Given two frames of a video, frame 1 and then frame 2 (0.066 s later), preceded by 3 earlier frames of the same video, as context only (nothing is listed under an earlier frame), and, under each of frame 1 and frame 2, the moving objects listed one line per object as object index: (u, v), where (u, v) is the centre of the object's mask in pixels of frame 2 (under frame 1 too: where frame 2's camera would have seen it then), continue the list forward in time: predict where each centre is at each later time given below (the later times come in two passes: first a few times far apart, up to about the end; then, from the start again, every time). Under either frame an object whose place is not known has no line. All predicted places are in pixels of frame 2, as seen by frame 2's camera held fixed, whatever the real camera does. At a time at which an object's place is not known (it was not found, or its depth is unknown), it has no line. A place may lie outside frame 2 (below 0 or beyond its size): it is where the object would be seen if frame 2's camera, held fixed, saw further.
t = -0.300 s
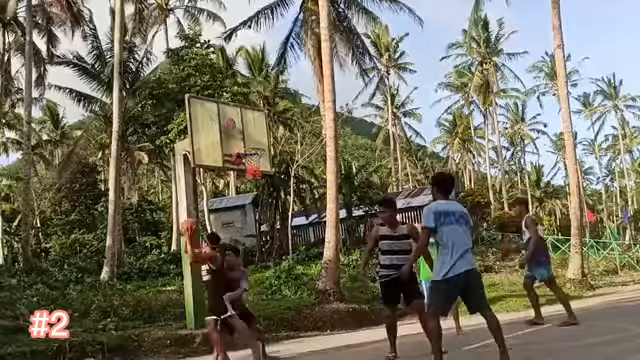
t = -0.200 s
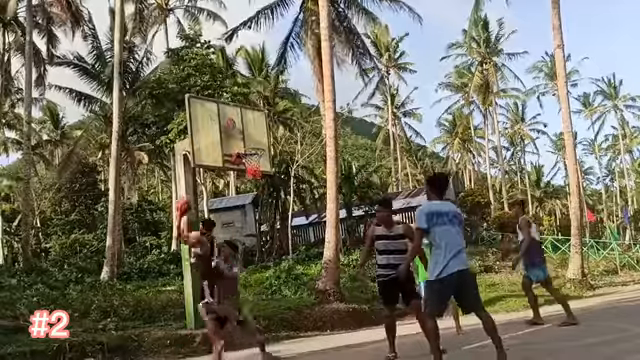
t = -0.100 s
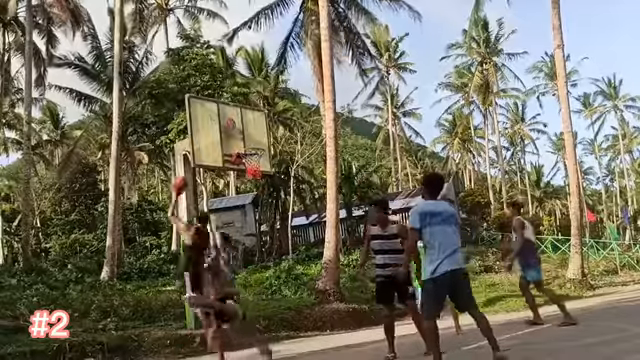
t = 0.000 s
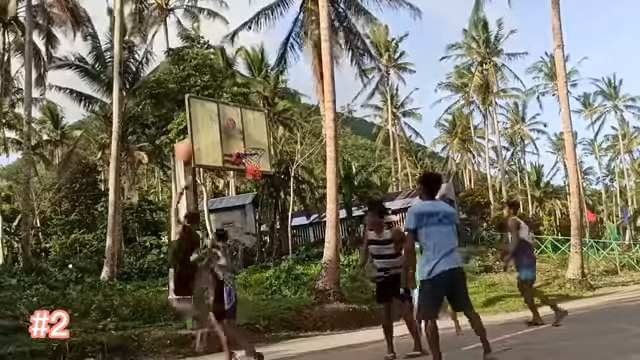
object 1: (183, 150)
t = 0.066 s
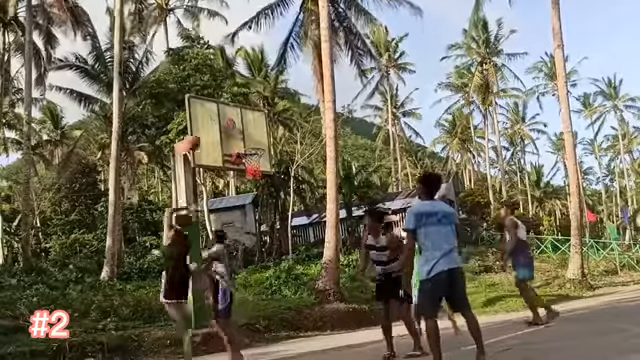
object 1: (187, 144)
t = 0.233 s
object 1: (207, 122)
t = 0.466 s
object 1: (226, 125)
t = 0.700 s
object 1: (251, 148)
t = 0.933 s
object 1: (260, 161)
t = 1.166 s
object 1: (246, 170)
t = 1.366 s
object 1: (243, 202)
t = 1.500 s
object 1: (243, 235)
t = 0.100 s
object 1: (195, 136)
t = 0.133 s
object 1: (198, 133)
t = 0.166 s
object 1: (201, 129)
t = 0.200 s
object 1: (204, 125)
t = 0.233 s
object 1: (207, 122)
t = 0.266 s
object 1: (209, 121)
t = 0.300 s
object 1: (212, 121)
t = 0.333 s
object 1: (215, 120)
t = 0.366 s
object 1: (217, 120)
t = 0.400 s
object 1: (220, 121)
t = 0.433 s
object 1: (223, 123)
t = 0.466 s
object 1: (226, 125)
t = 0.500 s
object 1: (229, 127)
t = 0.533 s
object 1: (231, 132)
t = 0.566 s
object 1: (234, 135)
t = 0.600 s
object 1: (239, 139)
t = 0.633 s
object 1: (245, 142)
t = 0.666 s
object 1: (248, 146)
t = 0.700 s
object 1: (251, 148)
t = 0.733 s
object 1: (251, 152)
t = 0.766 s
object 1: (251, 153)
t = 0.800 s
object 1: (252, 154)
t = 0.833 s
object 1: (259, 159)
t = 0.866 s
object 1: (259, 159)
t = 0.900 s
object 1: (260, 160)
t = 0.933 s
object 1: (260, 161)
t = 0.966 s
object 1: (259, 162)
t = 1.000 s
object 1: (258, 161)
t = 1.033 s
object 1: (256, 162)
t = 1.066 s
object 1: (253, 164)
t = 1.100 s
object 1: (253, 164)
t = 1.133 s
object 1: (253, 165)
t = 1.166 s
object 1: (246, 170)
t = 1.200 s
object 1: (245, 173)
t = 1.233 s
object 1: (245, 178)
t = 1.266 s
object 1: (244, 181)
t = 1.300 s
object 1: (242, 188)
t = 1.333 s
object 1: (243, 194)
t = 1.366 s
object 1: (243, 202)
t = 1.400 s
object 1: (243, 209)
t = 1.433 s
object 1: (243, 217)
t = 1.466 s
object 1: (243, 225)
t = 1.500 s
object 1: (243, 235)
